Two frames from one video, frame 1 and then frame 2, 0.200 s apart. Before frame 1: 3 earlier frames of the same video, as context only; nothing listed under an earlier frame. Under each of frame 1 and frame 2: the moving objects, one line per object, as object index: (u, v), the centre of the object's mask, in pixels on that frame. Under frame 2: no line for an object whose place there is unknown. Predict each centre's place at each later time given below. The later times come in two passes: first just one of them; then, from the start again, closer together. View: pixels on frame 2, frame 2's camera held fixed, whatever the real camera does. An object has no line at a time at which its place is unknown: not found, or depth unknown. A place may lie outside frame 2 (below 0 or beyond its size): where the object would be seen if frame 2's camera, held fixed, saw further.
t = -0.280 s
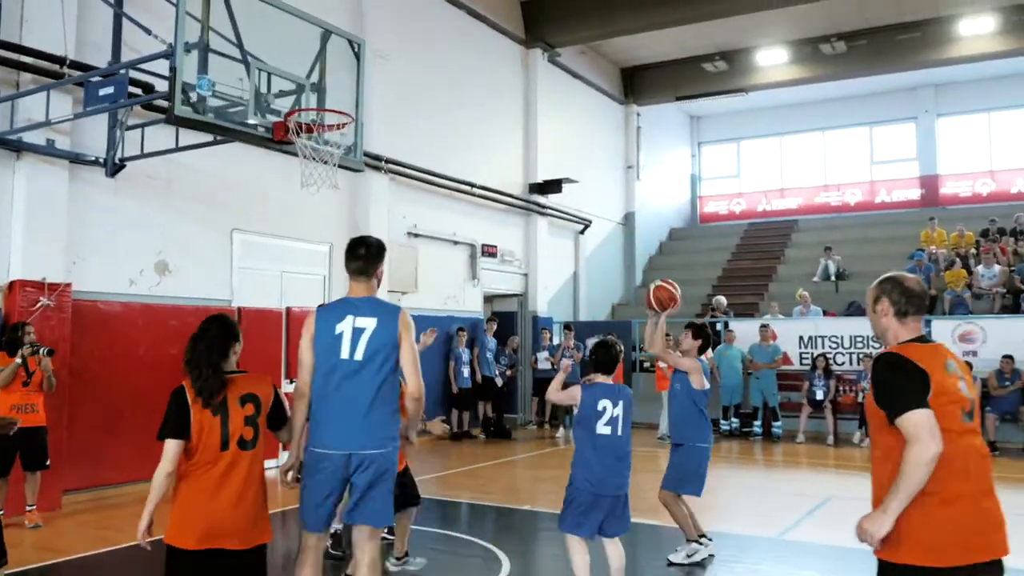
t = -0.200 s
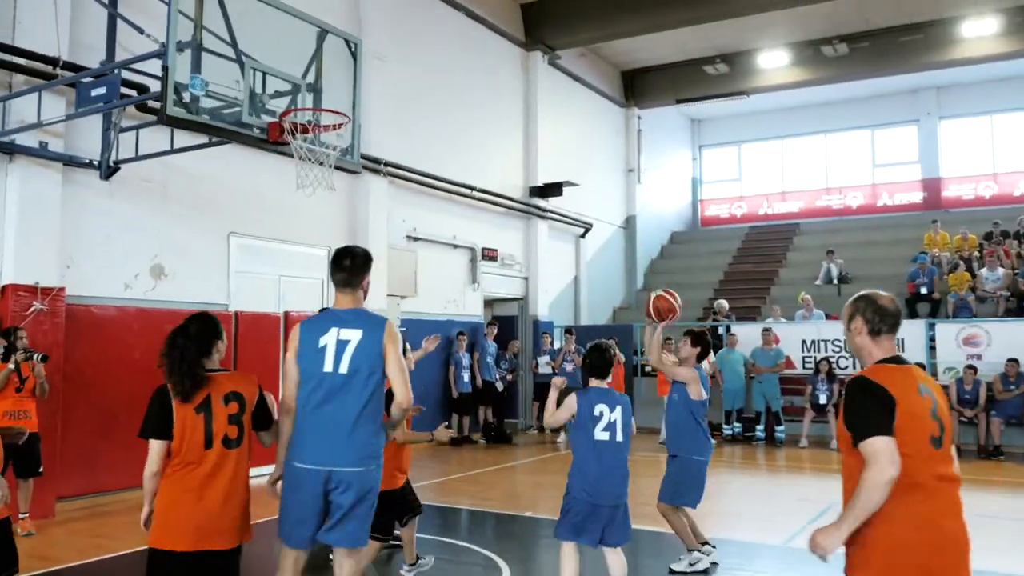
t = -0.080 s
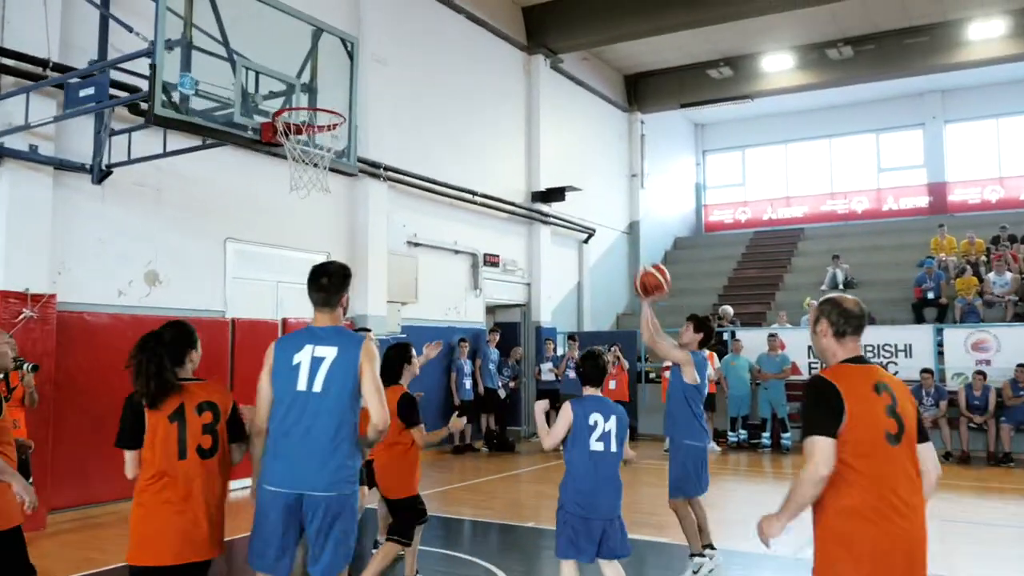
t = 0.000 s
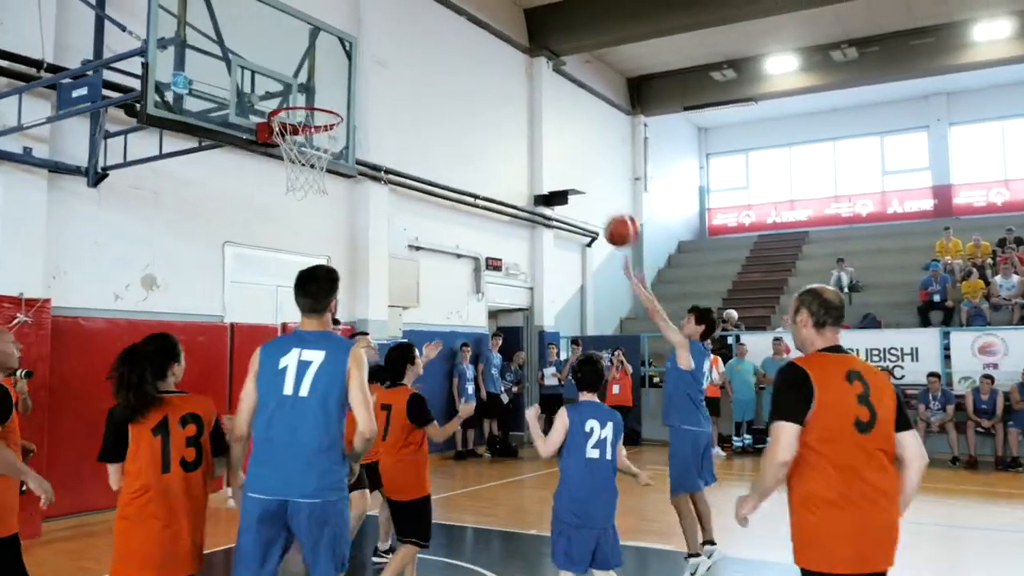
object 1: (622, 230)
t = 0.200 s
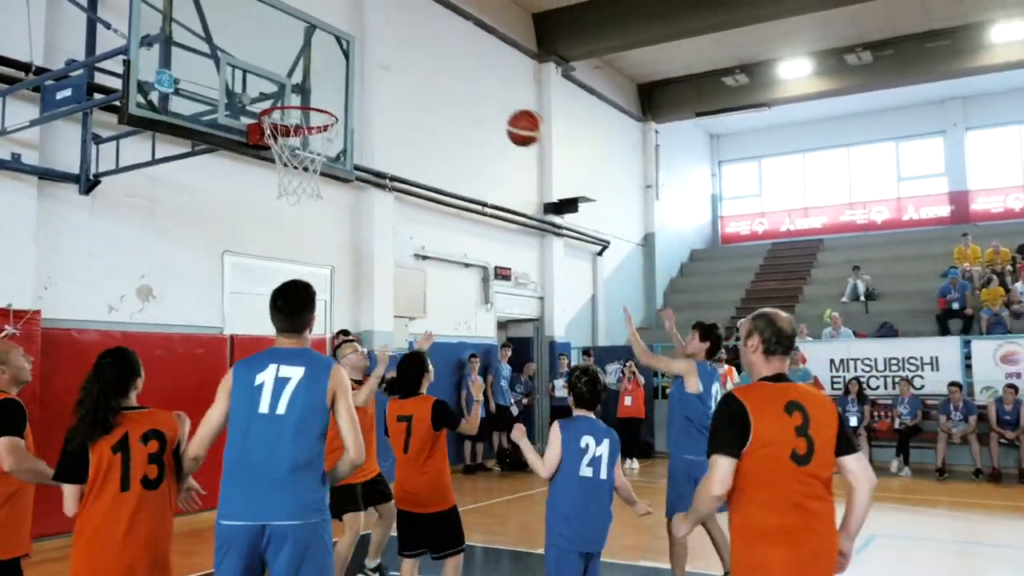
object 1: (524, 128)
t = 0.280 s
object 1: (480, 99)
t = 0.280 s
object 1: (480, 99)
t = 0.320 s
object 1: (458, 90)
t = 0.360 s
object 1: (436, 82)
